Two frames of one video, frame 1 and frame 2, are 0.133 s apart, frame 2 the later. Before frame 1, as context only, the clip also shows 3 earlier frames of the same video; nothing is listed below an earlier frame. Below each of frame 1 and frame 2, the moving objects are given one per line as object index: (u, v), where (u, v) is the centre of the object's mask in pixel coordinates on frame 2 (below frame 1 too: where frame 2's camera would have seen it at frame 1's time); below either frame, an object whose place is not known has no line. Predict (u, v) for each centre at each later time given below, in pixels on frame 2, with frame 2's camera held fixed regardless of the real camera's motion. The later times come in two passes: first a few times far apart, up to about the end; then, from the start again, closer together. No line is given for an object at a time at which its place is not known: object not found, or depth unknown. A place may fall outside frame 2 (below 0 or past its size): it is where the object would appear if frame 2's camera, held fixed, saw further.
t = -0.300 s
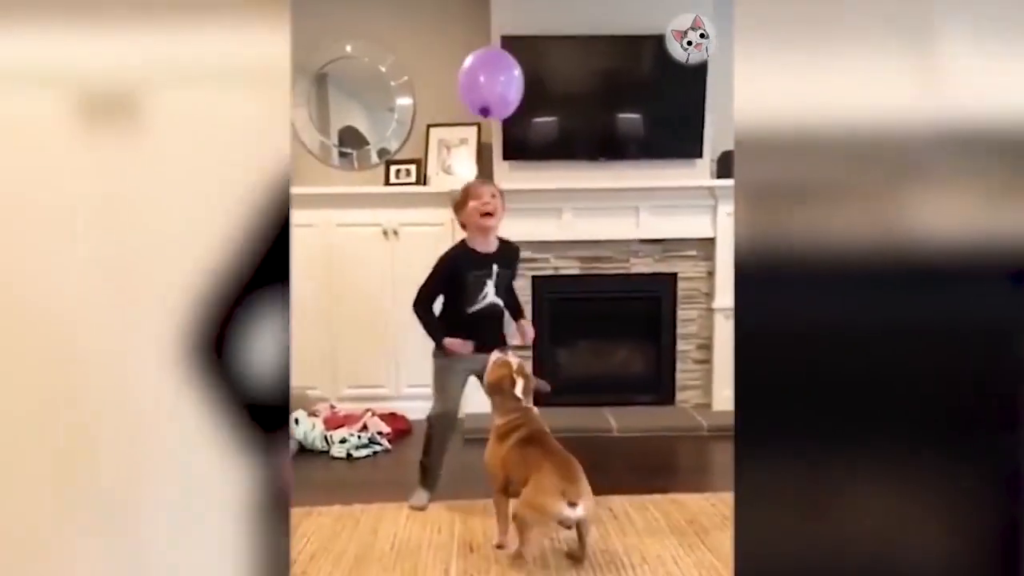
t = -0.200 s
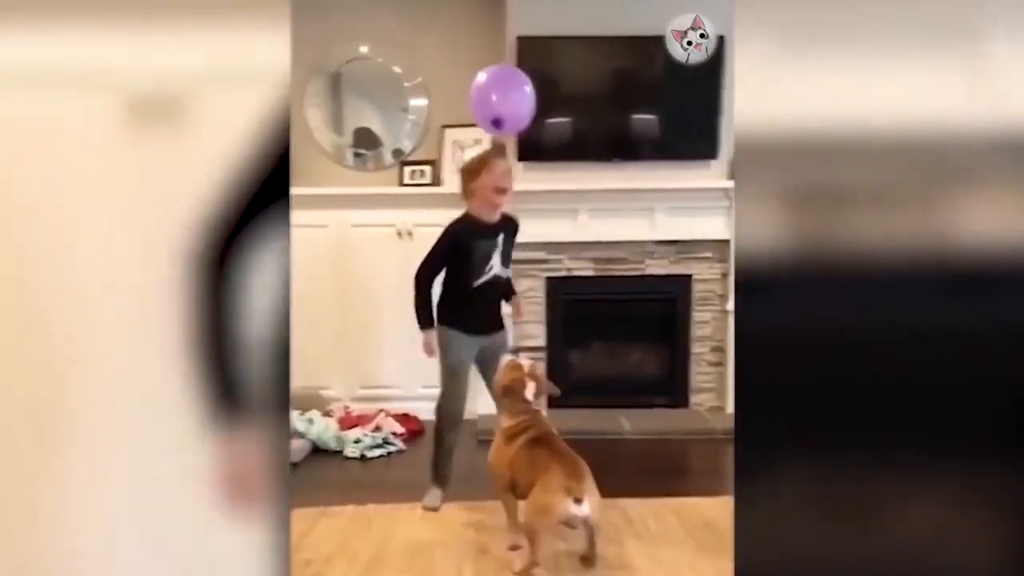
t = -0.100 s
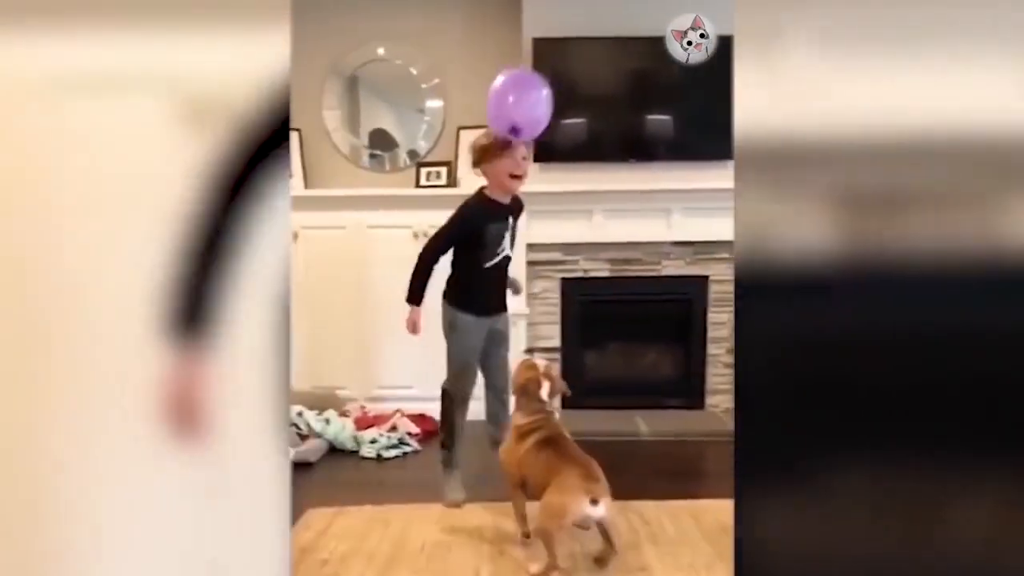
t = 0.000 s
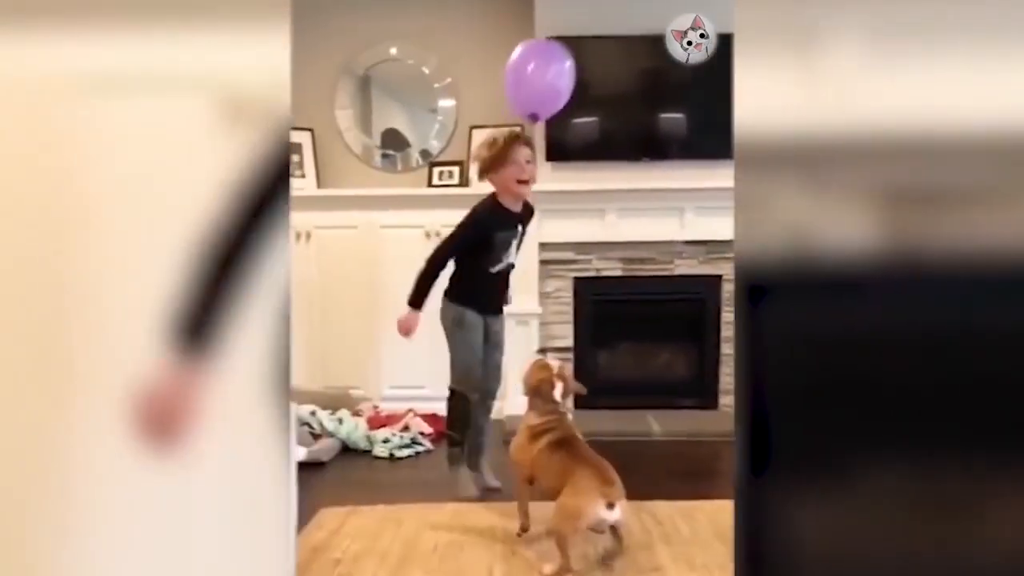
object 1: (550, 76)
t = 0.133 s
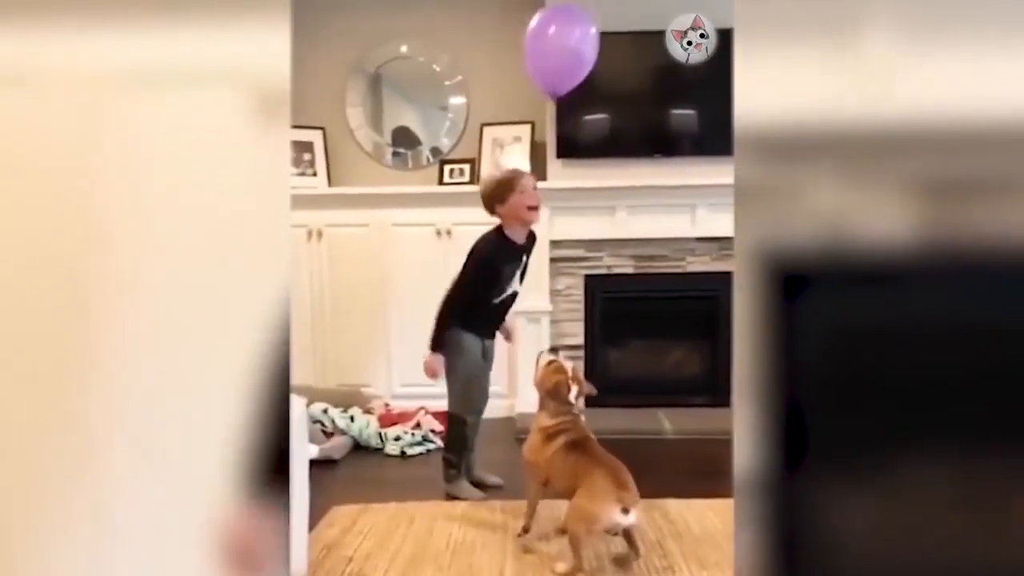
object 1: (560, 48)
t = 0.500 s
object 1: (595, 32)
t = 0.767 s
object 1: (615, 49)
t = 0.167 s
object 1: (564, 42)
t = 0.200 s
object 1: (567, 40)
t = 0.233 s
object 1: (571, 38)
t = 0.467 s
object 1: (593, 32)
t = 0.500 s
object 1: (595, 32)
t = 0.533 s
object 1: (597, 32)
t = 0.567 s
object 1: (600, 33)
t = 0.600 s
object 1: (601, 34)
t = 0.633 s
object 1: (604, 36)
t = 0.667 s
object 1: (607, 39)
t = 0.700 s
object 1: (611, 42)
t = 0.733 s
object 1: (613, 45)
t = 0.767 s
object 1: (615, 49)
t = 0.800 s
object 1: (617, 55)
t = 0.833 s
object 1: (618, 64)
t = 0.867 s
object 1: (619, 75)
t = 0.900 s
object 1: (622, 84)
